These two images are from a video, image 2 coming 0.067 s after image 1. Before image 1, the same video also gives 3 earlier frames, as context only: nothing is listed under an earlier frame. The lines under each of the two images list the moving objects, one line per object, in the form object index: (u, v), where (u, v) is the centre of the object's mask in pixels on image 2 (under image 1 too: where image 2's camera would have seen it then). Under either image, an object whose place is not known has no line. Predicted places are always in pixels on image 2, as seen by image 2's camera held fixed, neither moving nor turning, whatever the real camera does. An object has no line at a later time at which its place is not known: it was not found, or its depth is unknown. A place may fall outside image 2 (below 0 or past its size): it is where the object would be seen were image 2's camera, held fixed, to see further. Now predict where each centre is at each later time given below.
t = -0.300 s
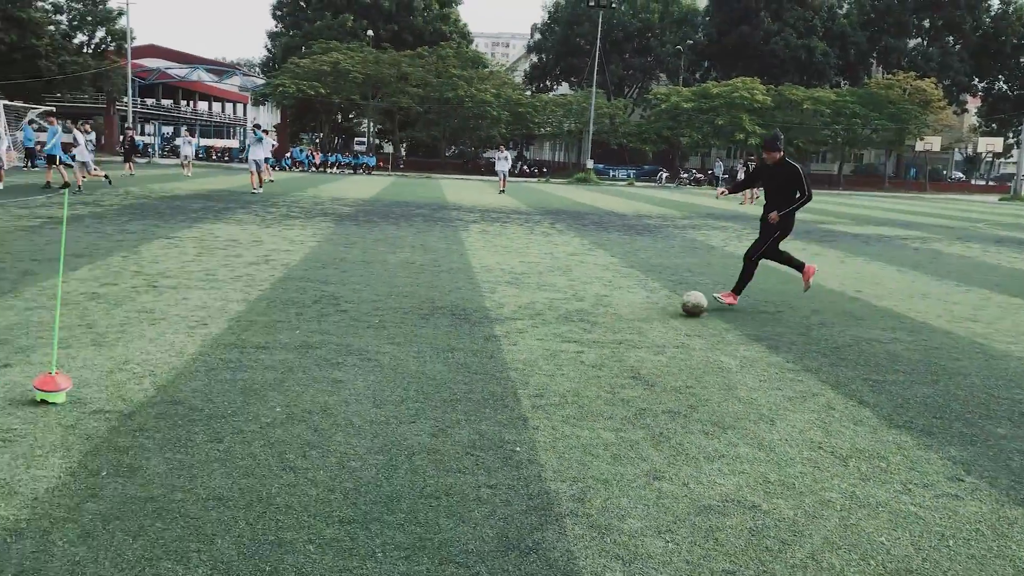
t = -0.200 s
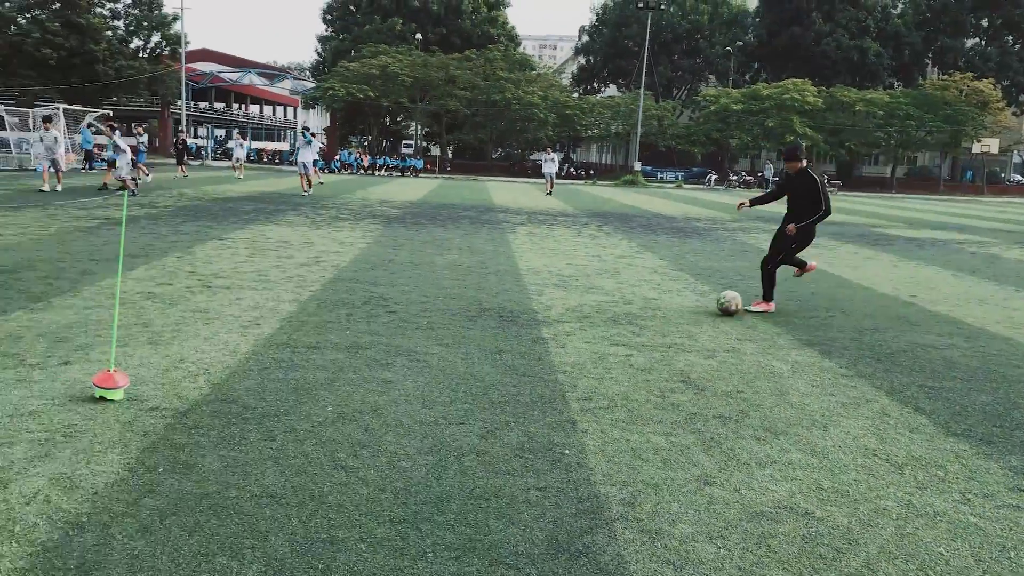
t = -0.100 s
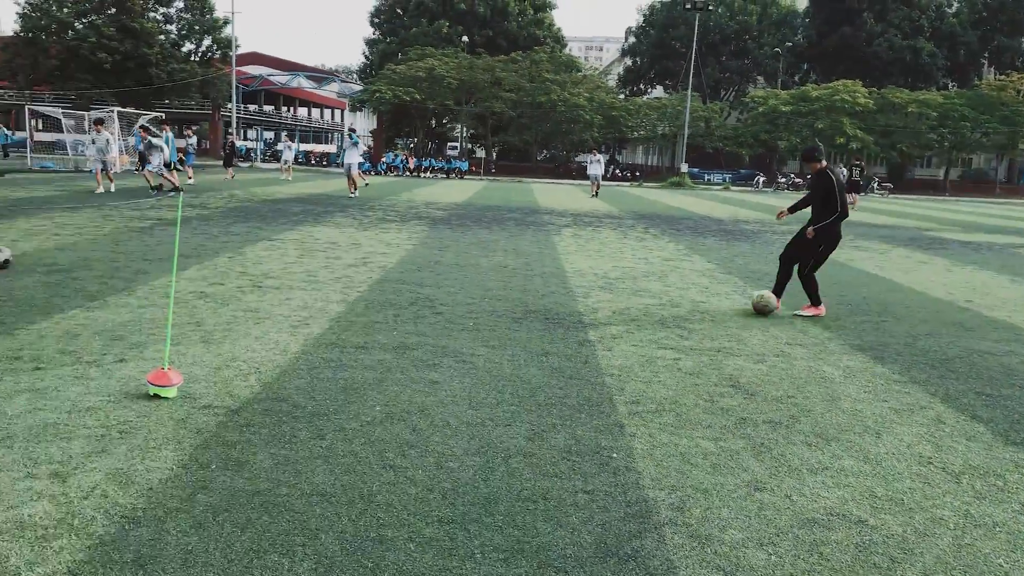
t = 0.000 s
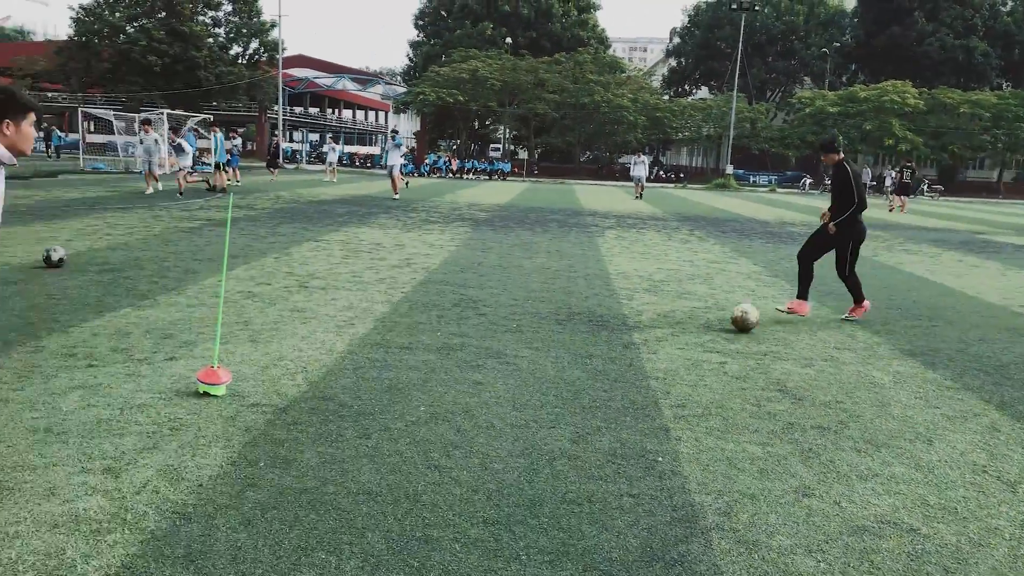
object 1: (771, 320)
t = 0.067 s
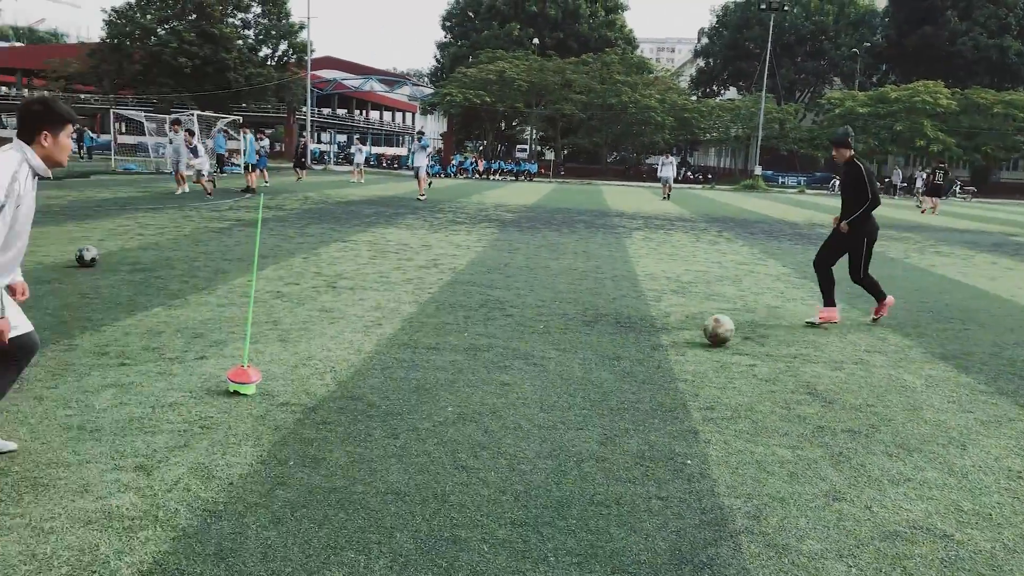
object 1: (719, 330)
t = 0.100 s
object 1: (690, 336)
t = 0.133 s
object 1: (658, 344)
